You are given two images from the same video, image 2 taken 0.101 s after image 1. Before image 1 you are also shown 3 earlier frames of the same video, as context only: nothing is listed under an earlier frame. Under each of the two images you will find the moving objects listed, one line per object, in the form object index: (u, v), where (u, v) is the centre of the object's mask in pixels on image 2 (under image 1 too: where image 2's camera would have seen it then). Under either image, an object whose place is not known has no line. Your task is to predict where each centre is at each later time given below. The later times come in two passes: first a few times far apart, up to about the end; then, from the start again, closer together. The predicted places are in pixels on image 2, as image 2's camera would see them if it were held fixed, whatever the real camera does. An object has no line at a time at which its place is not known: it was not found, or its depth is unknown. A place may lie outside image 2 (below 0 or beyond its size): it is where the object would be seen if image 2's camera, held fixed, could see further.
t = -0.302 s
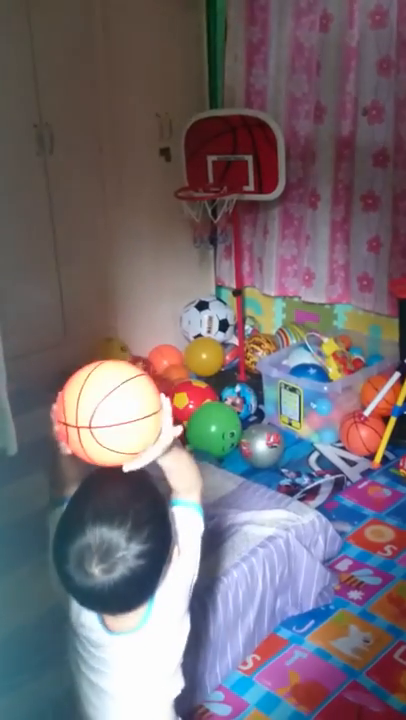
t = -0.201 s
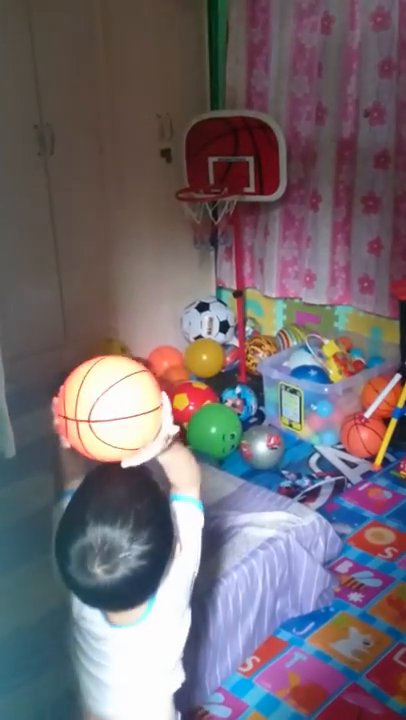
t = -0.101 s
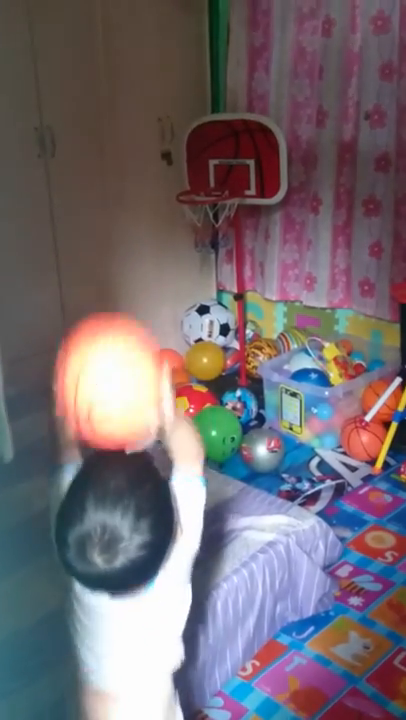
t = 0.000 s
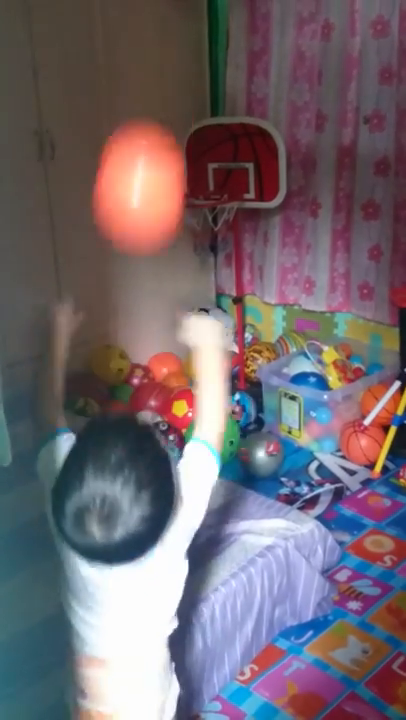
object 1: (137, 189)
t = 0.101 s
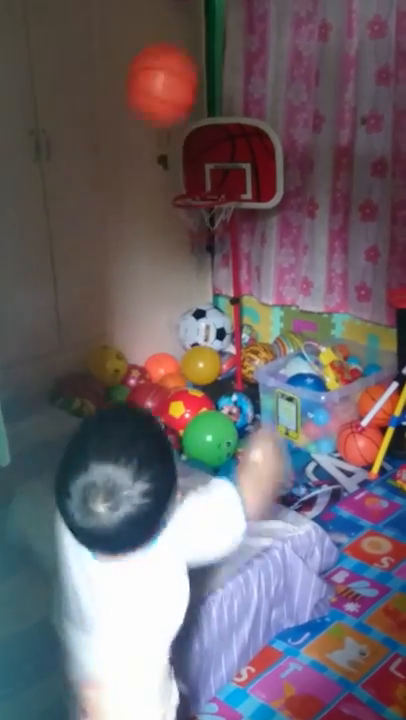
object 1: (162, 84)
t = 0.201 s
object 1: (177, 62)
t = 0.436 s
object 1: (202, 145)
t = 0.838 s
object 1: (229, 365)
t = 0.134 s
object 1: (167, 71)
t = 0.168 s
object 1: (172, 64)
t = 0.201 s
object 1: (177, 62)
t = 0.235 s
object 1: (181, 64)
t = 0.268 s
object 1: (186, 70)
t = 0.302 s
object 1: (190, 80)
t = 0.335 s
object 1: (193, 93)
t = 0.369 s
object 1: (196, 109)
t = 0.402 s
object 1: (199, 127)
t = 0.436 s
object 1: (202, 145)
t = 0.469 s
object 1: (204, 166)
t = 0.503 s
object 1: (206, 185)
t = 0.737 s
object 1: (207, 368)
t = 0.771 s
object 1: (213, 381)
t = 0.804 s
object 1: (221, 373)
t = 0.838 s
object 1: (229, 365)
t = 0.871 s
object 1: (235, 360)
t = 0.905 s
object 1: (237, 359)
